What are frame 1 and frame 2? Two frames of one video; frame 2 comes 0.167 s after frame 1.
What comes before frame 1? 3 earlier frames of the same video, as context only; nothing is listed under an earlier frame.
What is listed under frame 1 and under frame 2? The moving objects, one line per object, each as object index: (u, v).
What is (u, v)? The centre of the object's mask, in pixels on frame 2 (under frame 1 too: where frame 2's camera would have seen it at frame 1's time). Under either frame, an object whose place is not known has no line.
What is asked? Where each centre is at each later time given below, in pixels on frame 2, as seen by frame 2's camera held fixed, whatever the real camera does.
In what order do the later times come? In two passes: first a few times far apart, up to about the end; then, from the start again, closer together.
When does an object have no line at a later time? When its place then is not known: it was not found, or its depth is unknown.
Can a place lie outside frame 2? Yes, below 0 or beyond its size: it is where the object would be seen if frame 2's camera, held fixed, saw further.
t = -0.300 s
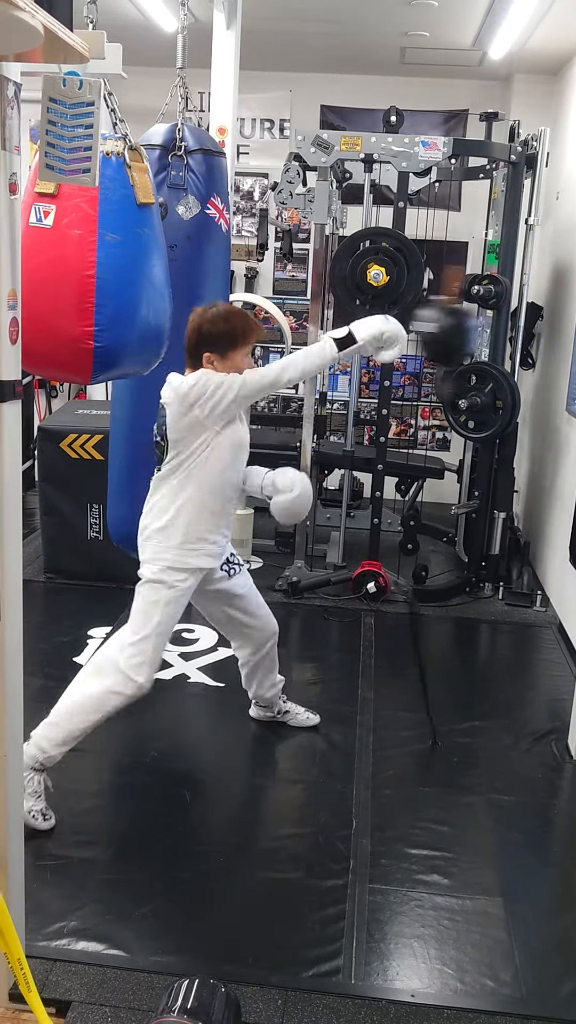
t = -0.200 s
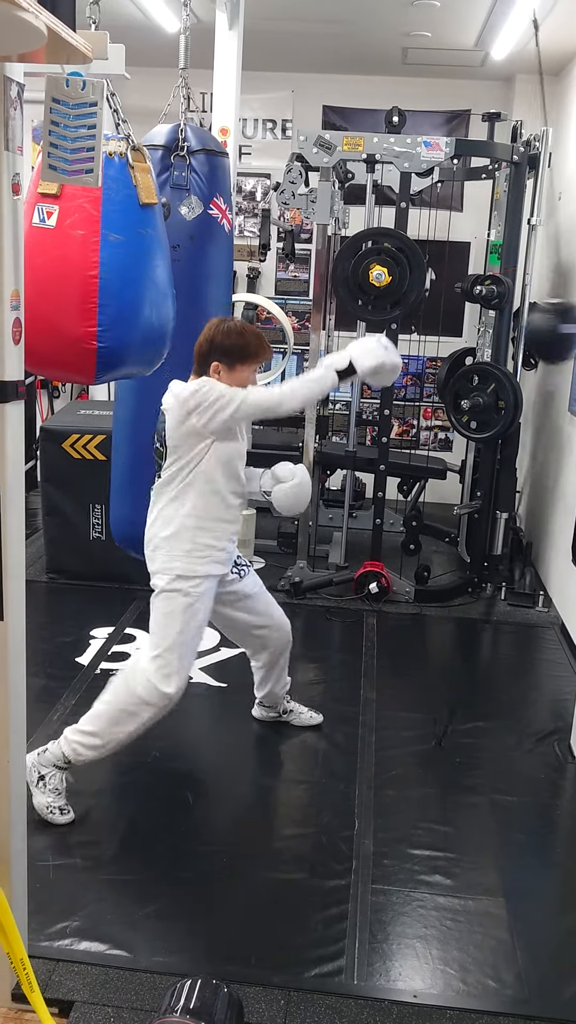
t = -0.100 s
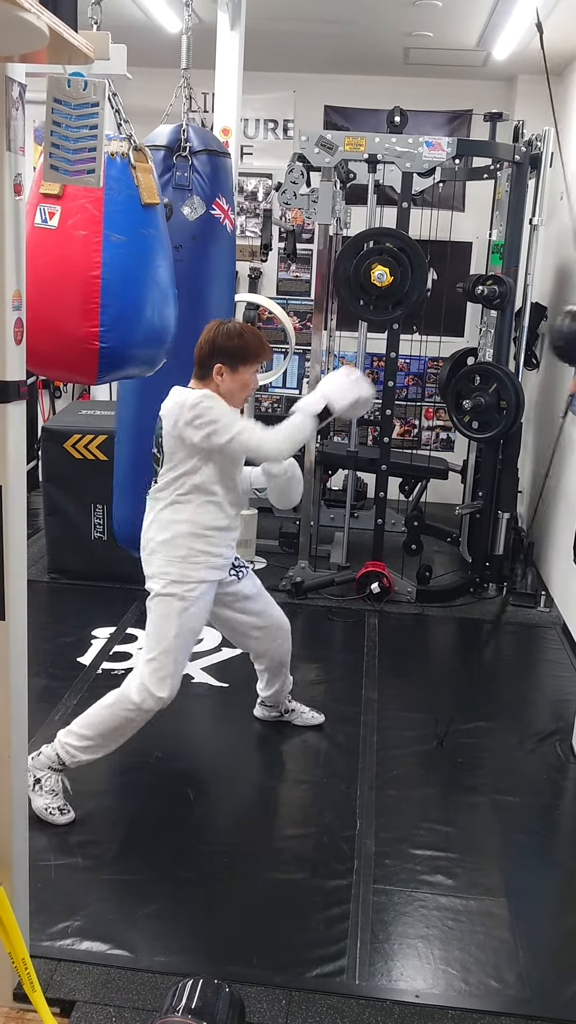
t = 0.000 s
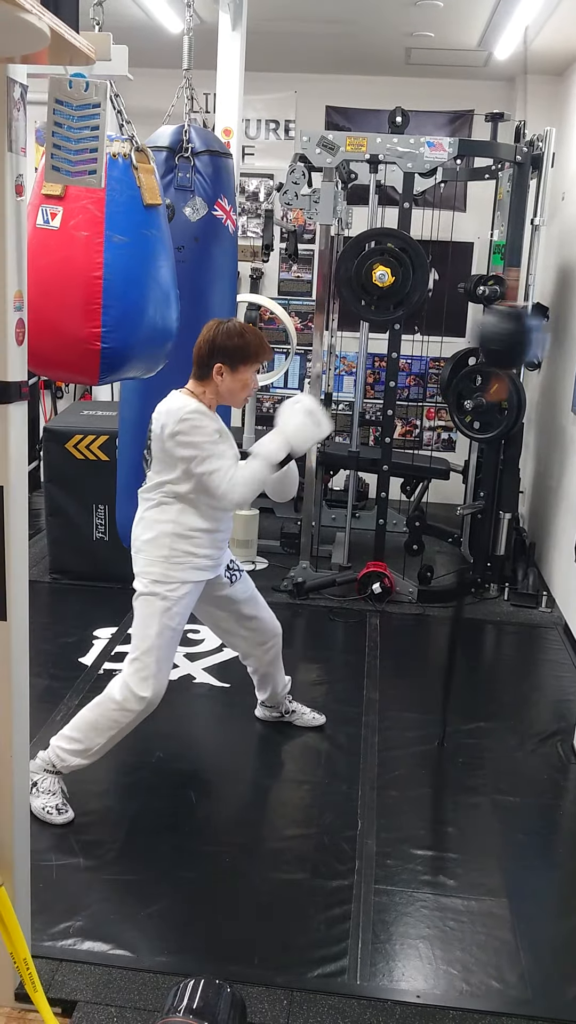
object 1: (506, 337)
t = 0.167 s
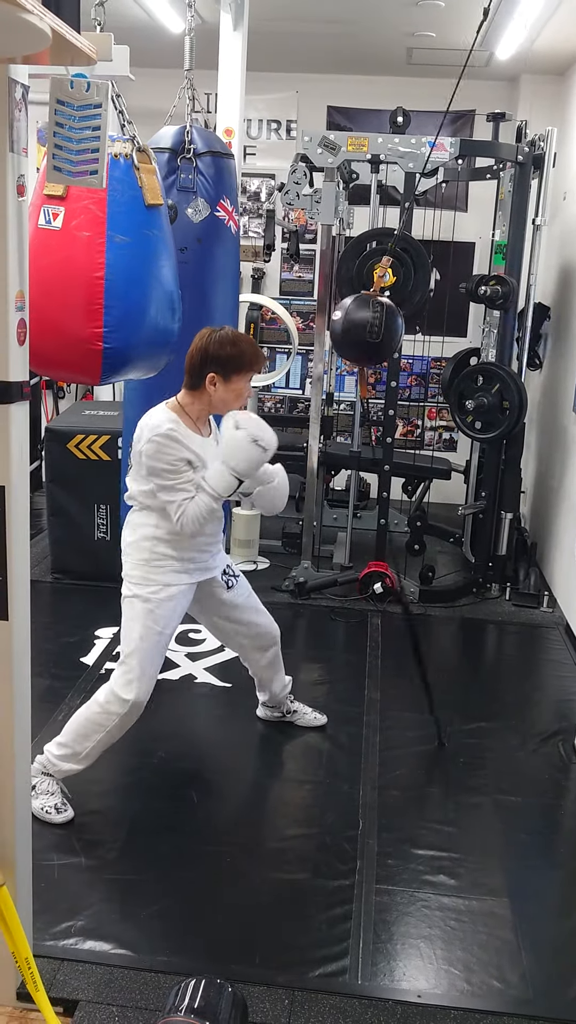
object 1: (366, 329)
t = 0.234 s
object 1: (394, 332)
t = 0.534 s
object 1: (553, 339)
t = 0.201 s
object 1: (374, 330)
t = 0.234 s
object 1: (394, 332)
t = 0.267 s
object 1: (424, 334)
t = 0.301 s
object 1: (455, 335)
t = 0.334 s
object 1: (490, 333)
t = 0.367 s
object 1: (525, 331)
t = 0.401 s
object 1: (546, 330)
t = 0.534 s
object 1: (553, 339)
